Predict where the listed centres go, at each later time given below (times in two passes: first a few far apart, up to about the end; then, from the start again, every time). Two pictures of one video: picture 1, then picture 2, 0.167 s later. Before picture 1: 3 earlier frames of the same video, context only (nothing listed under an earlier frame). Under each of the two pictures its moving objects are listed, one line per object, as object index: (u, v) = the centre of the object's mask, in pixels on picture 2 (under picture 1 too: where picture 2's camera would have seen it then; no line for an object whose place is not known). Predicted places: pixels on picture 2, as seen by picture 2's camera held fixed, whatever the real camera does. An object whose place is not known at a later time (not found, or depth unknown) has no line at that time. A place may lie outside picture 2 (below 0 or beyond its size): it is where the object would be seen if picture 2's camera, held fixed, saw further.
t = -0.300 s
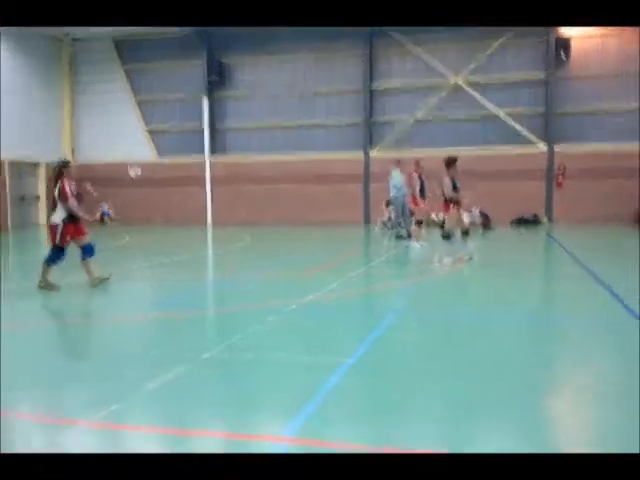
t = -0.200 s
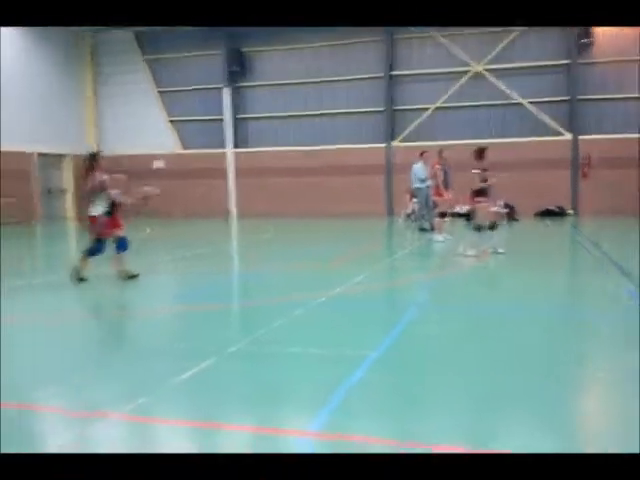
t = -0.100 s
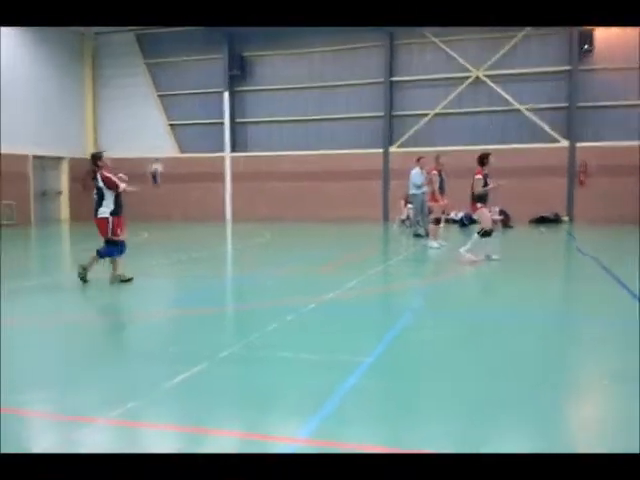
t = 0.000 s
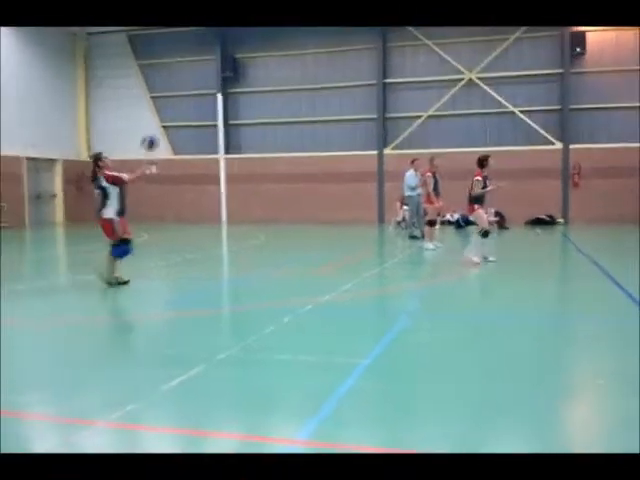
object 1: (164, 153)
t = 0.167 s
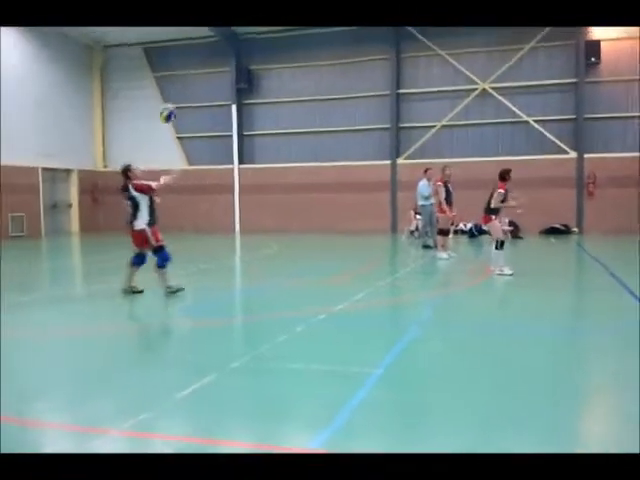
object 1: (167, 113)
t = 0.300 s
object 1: (169, 97)
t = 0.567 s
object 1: (176, 109)
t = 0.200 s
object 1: (166, 107)
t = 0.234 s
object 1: (168, 103)
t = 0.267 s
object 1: (169, 99)
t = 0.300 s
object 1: (169, 97)
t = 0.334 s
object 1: (171, 96)
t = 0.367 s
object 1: (171, 95)
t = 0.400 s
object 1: (171, 96)
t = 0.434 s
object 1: (172, 96)
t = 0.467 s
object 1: (173, 98)
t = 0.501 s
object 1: (174, 100)
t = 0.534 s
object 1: (175, 104)
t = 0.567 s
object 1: (176, 109)
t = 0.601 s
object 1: (177, 115)
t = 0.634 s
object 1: (178, 120)
